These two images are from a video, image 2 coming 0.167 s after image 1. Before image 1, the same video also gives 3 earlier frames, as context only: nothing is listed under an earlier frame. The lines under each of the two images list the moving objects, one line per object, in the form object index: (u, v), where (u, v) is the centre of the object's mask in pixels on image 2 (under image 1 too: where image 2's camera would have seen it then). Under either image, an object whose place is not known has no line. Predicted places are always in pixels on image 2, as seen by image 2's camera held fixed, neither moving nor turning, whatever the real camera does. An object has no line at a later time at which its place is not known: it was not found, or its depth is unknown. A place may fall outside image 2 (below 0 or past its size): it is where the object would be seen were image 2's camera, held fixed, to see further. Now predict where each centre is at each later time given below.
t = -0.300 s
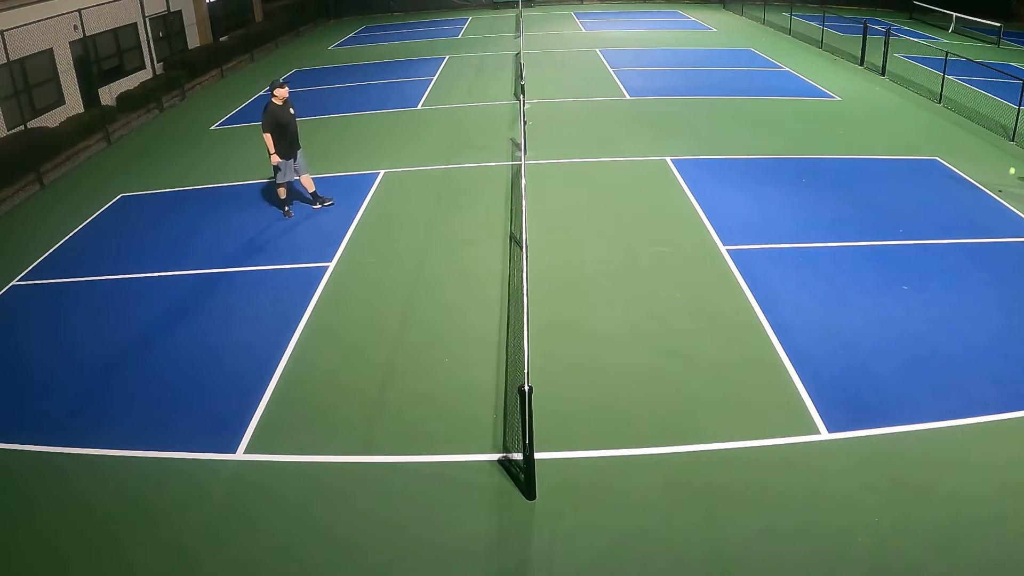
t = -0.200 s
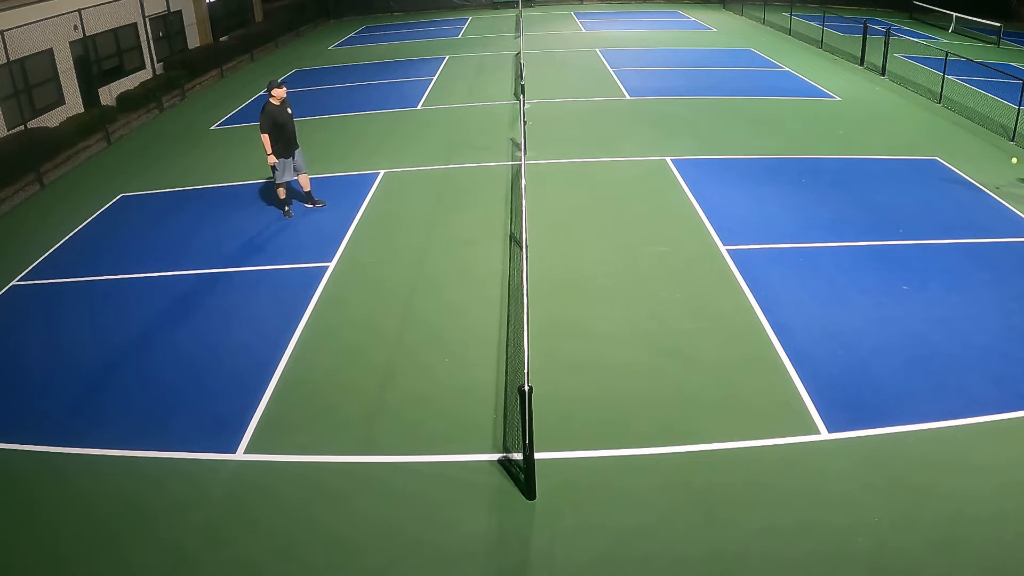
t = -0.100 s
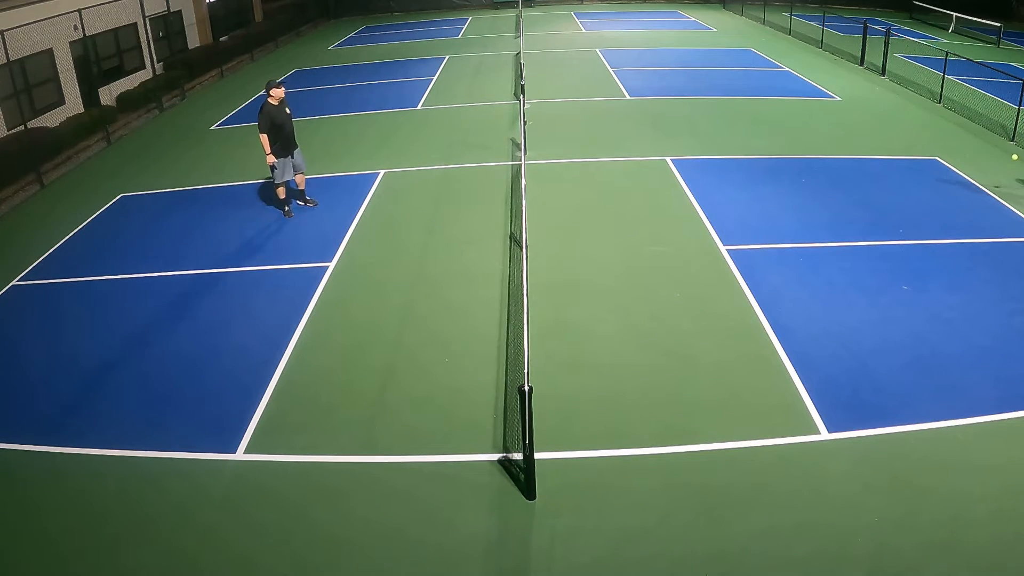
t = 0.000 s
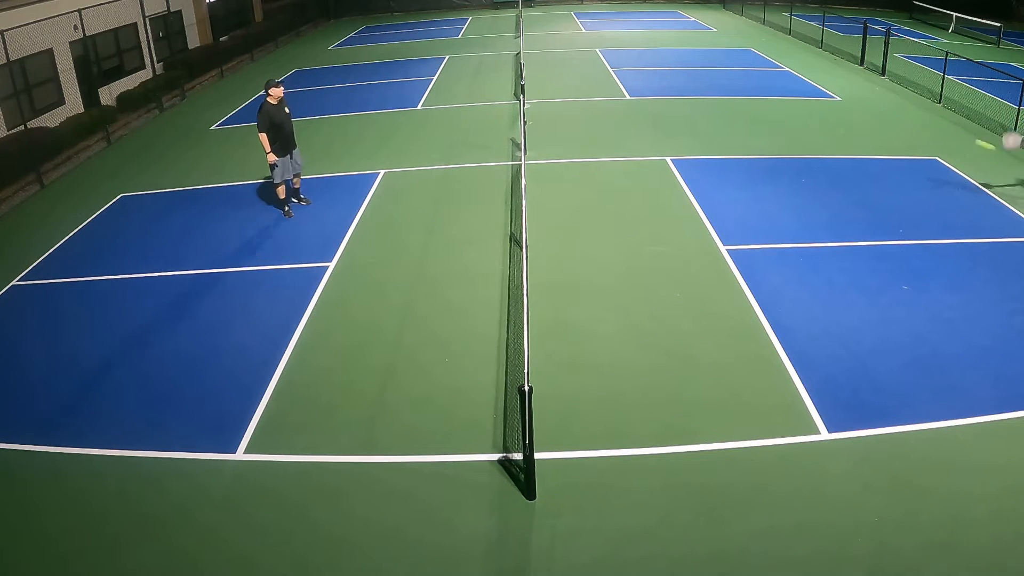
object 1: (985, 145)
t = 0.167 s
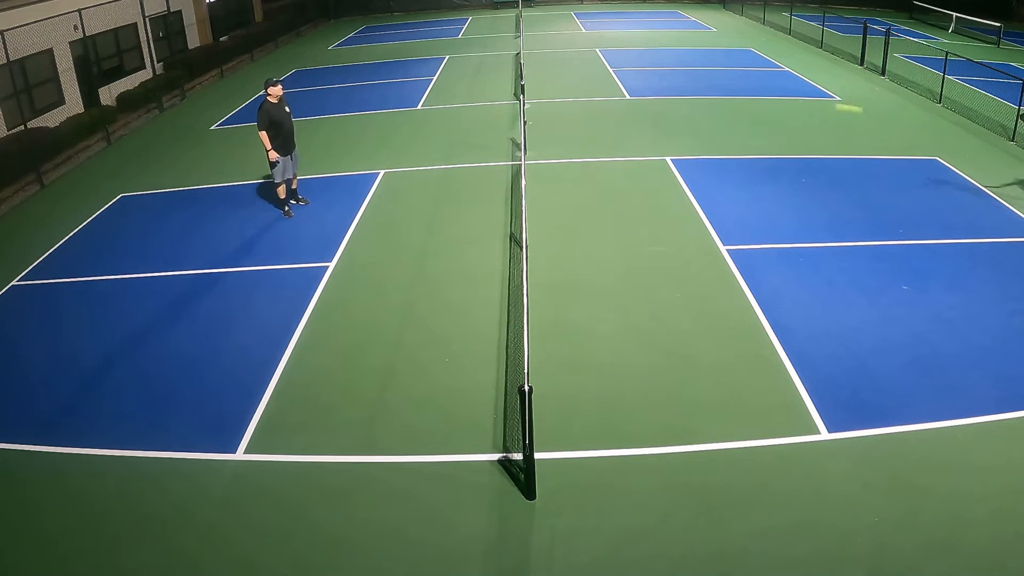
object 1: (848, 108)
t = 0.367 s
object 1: (614, 100)
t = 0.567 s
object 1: (349, 153)
